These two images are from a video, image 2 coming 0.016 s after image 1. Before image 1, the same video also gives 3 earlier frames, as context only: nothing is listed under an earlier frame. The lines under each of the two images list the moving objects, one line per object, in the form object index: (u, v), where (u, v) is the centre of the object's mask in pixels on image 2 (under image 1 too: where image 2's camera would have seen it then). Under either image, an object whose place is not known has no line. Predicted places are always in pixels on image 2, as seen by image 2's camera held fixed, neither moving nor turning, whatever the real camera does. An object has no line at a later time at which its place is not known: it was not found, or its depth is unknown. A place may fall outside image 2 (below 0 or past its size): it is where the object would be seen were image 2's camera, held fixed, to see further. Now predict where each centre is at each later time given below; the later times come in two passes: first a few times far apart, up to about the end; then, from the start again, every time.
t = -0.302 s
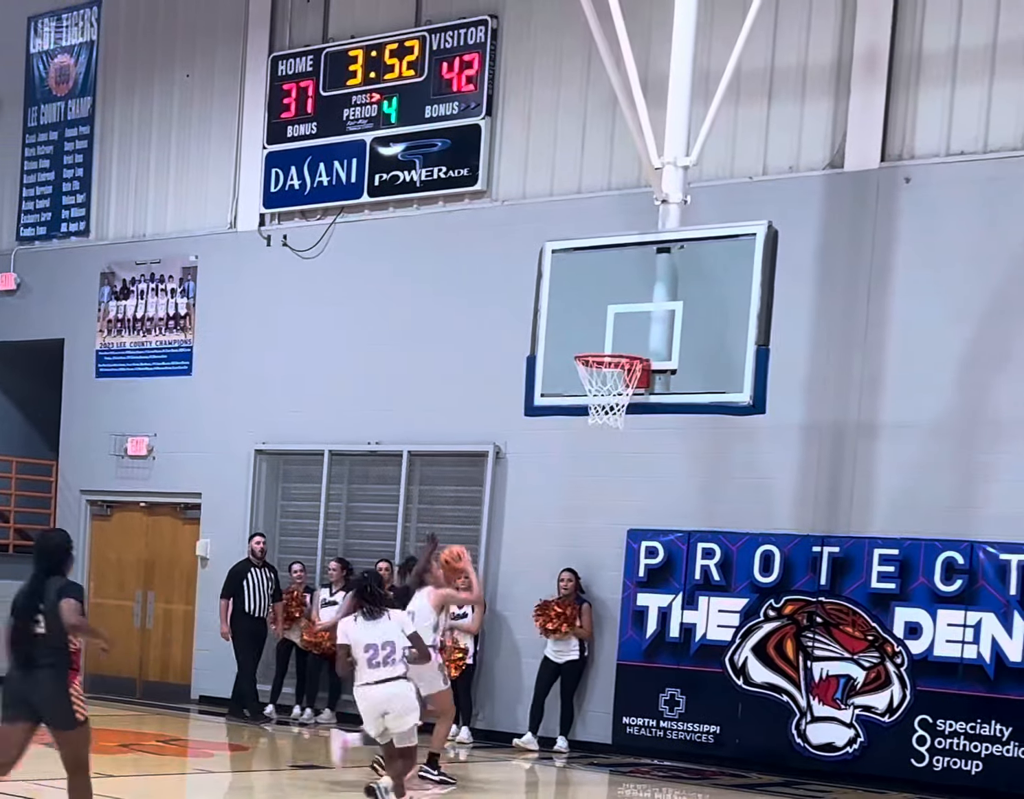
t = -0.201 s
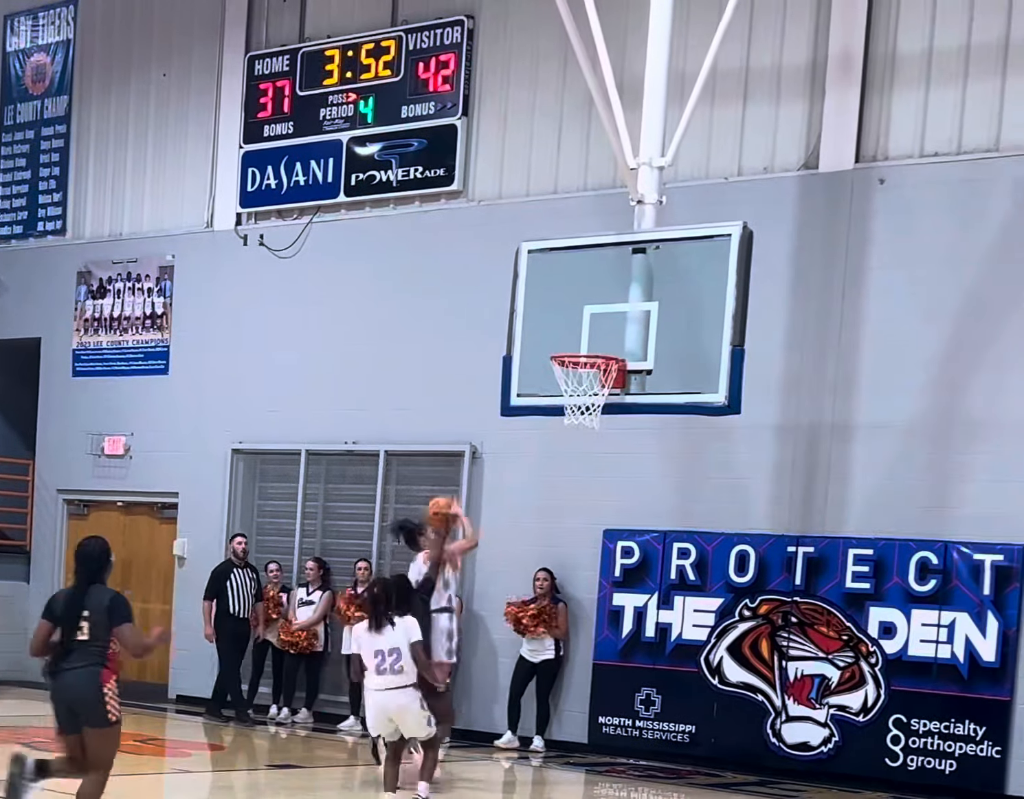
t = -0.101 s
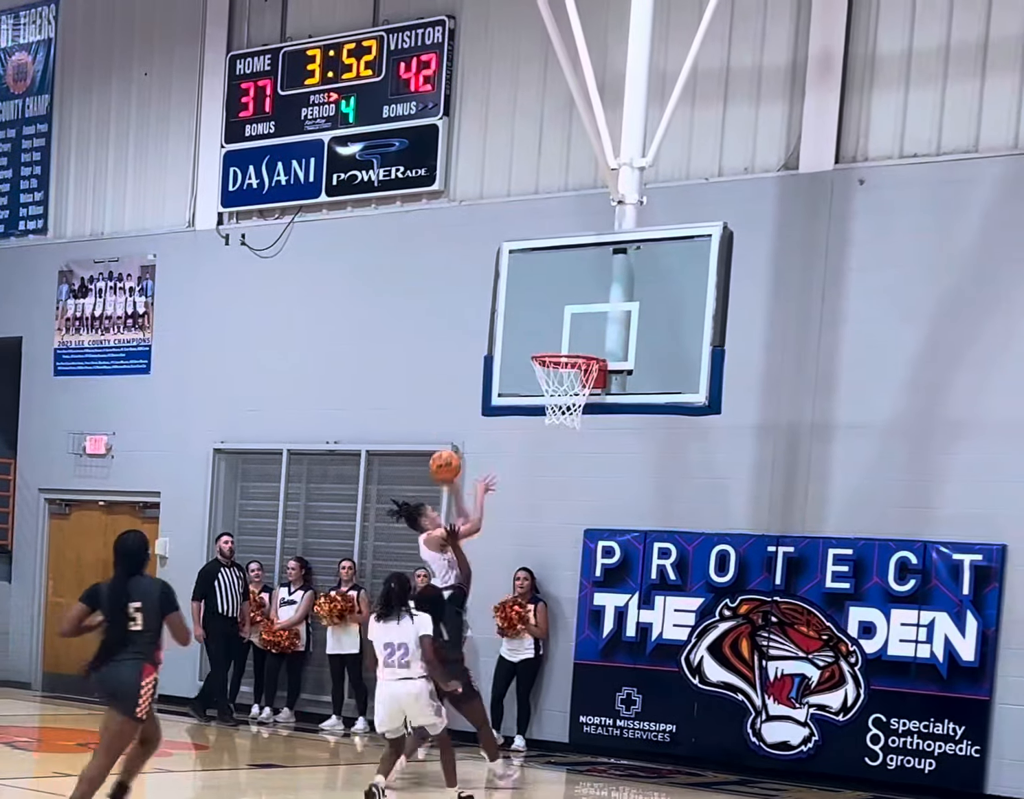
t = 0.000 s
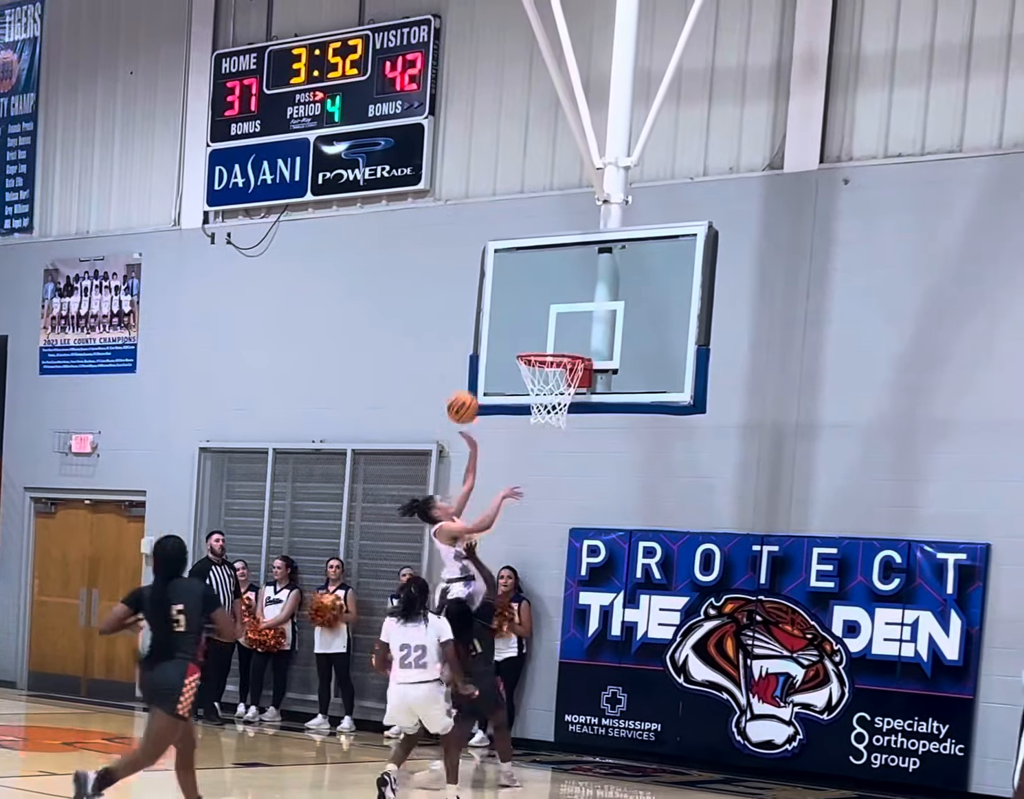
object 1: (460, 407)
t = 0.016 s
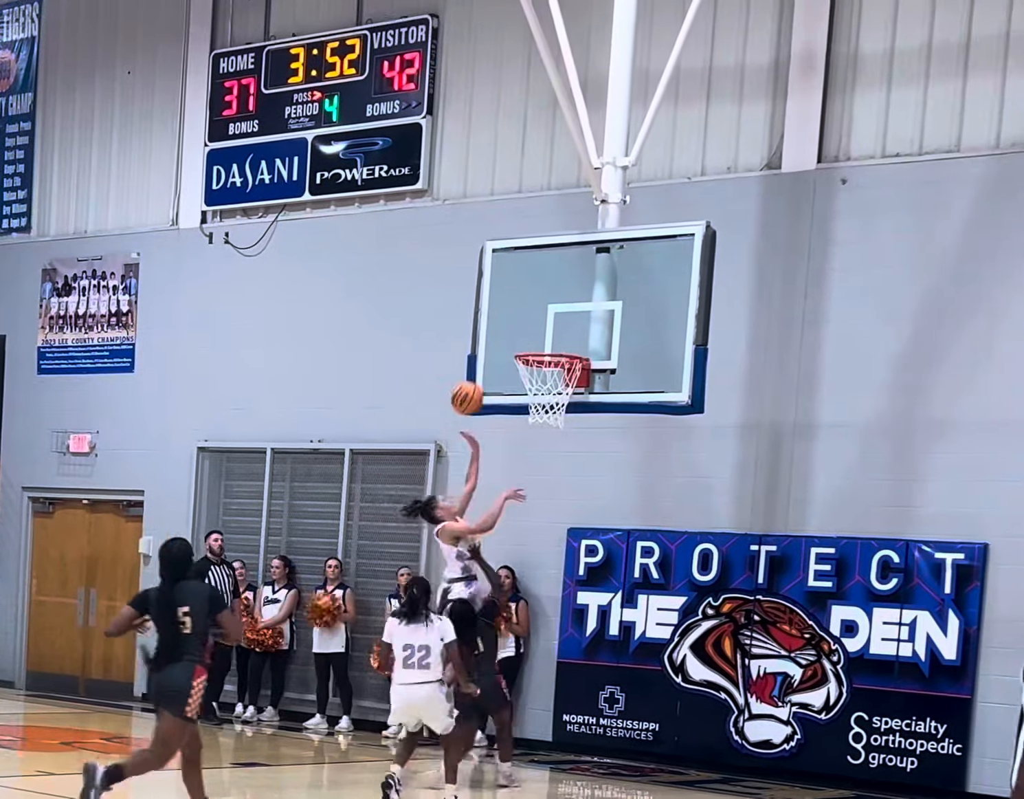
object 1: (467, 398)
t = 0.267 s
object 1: (535, 315)
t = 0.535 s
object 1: (534, 345)
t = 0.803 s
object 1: (574, 399)
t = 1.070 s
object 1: (548, 441)
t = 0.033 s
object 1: (473, 389)
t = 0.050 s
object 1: (479, 381)
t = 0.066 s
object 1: (485, 373)
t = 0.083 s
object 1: (491, 366)
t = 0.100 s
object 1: (497, 358)
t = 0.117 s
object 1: (503, 351)
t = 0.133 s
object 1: (509, 344)
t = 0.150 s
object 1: (515, 338)
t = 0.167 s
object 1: (520, 333)
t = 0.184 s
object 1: (526, 328)
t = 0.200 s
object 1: (532, 323)
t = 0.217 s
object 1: (534, 320)
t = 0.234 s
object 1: (535, 318)
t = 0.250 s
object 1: (535, 317)
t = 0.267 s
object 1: (535, 315)
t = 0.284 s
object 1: (535, 315)
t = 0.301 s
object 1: (535, 314)
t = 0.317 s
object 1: (535, 315)
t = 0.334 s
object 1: (535, 315)
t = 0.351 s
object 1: (536, 315)
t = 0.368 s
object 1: (536, 316)
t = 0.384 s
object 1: (536, 318)
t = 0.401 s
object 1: (535, 320)
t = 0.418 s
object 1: (536, 322)
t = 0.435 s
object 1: (536, 325)
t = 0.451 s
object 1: (535, 327)
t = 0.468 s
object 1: (535, 331)
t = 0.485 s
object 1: (535, 335)
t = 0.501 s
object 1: (534, 339)
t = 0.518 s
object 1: (535, 342)
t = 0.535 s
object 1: (534, 345)
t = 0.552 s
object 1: (538, 345)
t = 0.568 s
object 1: (541, 347)
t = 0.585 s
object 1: (546, 357)
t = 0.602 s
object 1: (548, 361)
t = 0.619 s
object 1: (551, 365)
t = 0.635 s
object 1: (552, 371)
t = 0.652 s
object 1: (557, 374)
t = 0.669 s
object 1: (561, 377)
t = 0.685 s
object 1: (566, 382)
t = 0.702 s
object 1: (569, 387)
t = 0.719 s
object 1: (571, 394)
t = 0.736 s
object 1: (574, 394)
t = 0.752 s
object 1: (574, 397)
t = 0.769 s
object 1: (575, 397)
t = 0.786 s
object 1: (575, 397)
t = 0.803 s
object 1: (574, 399)
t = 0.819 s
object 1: (573, 400)
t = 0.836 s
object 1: (573, 401)
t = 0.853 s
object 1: (572, 402)
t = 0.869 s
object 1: (571, 404)
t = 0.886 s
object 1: (572, 406)
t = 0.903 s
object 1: (571, 406)
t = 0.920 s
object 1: (570, 408)
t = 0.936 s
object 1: (568, 410)
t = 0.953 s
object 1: (565, 413)
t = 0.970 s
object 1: (563, 416)
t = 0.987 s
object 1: (560, 418)
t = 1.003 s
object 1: (558, 425)
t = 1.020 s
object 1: (556, 428)
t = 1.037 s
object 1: (552, 431)
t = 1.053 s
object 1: (550, 435)
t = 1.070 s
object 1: (548, 441)
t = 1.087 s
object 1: (545, 446)
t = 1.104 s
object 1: (543, 452)
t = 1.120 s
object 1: (541, 457)
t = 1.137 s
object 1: (539, 463)
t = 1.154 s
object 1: (537, 471)
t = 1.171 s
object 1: (535, 477)
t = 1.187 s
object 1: (532, 486)
